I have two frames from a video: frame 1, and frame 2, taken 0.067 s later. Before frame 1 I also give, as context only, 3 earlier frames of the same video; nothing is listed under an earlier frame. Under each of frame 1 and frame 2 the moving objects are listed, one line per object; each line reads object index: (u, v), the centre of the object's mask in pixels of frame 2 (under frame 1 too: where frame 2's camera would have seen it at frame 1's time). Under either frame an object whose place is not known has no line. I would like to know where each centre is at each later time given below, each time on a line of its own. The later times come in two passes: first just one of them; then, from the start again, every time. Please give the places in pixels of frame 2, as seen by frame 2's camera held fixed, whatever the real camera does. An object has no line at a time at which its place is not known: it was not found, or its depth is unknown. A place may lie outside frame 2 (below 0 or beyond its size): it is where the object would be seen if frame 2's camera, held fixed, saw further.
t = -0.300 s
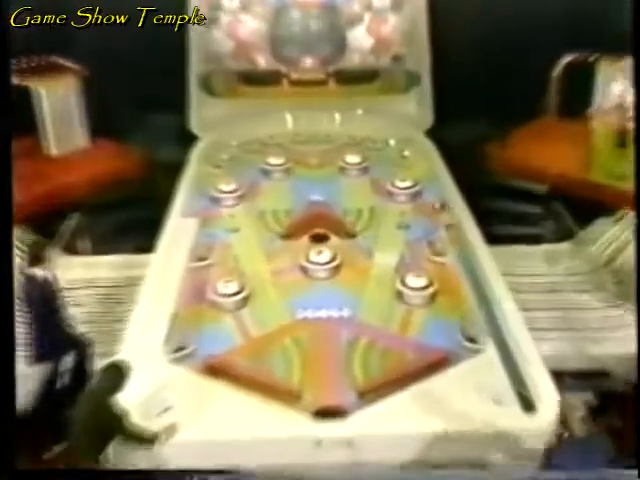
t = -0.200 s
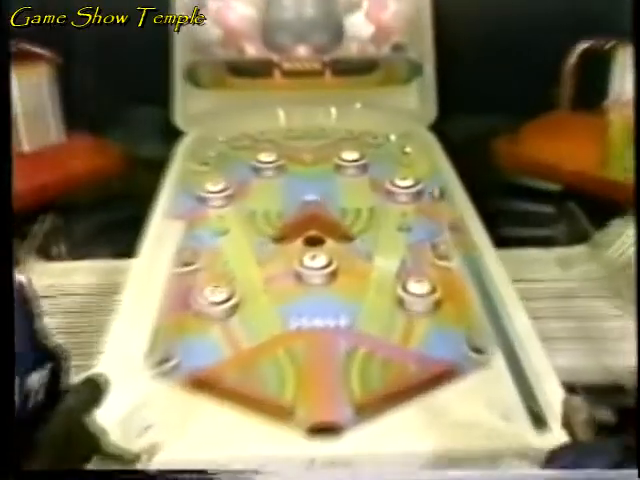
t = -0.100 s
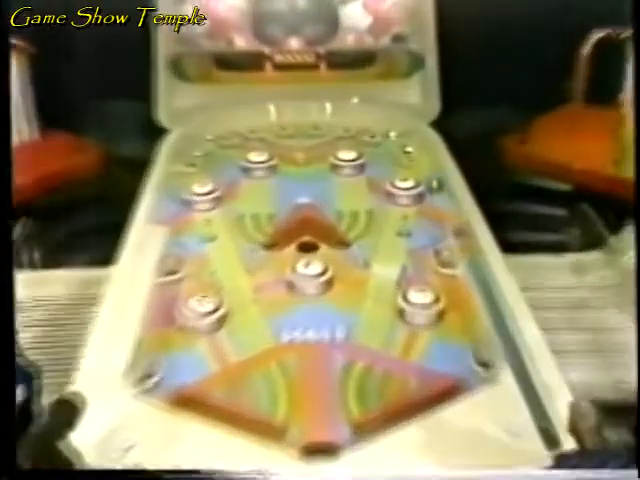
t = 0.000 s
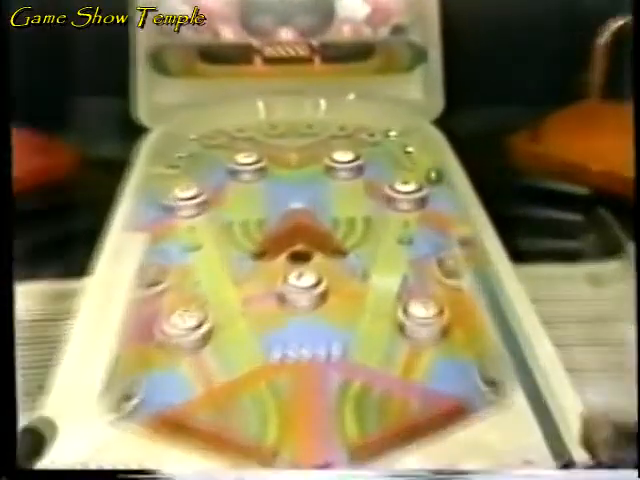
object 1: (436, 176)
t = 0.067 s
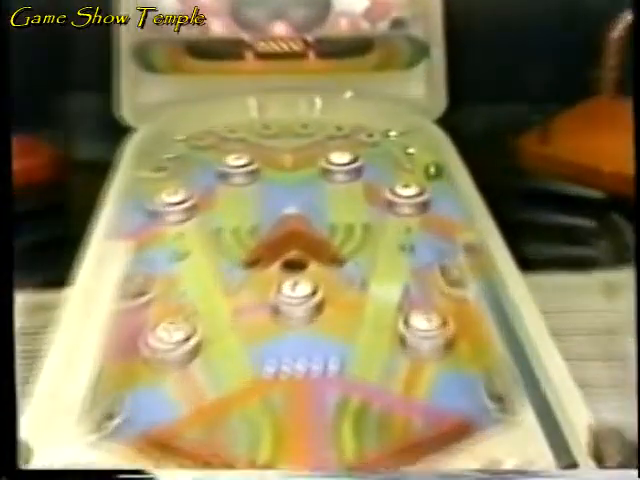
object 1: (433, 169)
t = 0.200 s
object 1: (426, 156)
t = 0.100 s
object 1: (431, 166)
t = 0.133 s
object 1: (429, 163)
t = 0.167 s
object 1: (428, 159)
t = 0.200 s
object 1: (426, 156)
